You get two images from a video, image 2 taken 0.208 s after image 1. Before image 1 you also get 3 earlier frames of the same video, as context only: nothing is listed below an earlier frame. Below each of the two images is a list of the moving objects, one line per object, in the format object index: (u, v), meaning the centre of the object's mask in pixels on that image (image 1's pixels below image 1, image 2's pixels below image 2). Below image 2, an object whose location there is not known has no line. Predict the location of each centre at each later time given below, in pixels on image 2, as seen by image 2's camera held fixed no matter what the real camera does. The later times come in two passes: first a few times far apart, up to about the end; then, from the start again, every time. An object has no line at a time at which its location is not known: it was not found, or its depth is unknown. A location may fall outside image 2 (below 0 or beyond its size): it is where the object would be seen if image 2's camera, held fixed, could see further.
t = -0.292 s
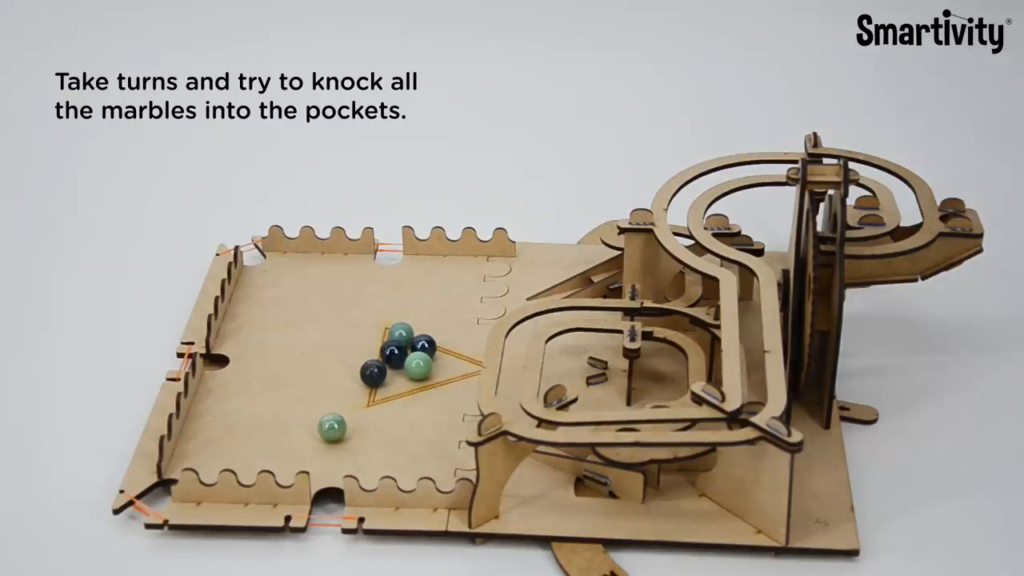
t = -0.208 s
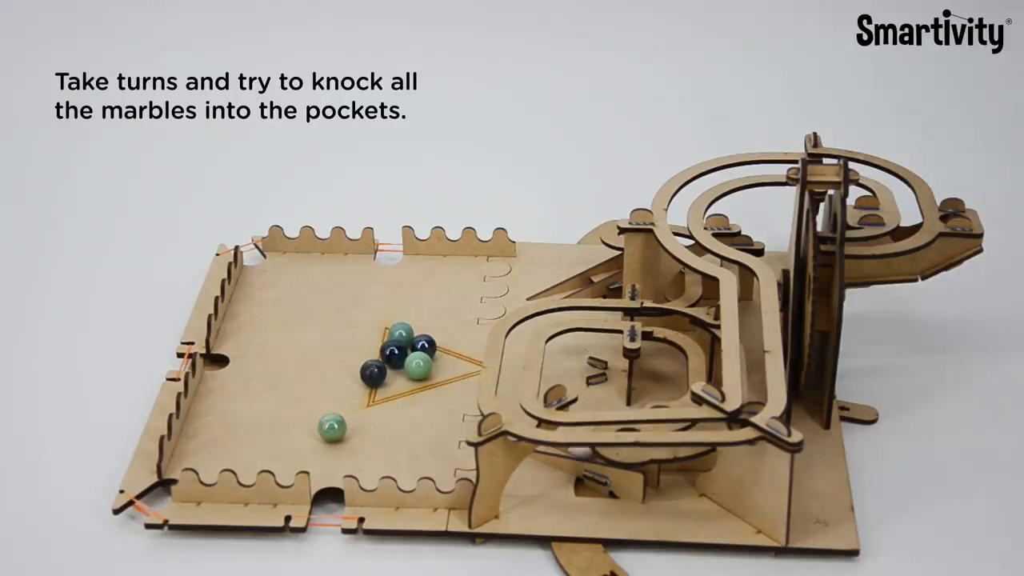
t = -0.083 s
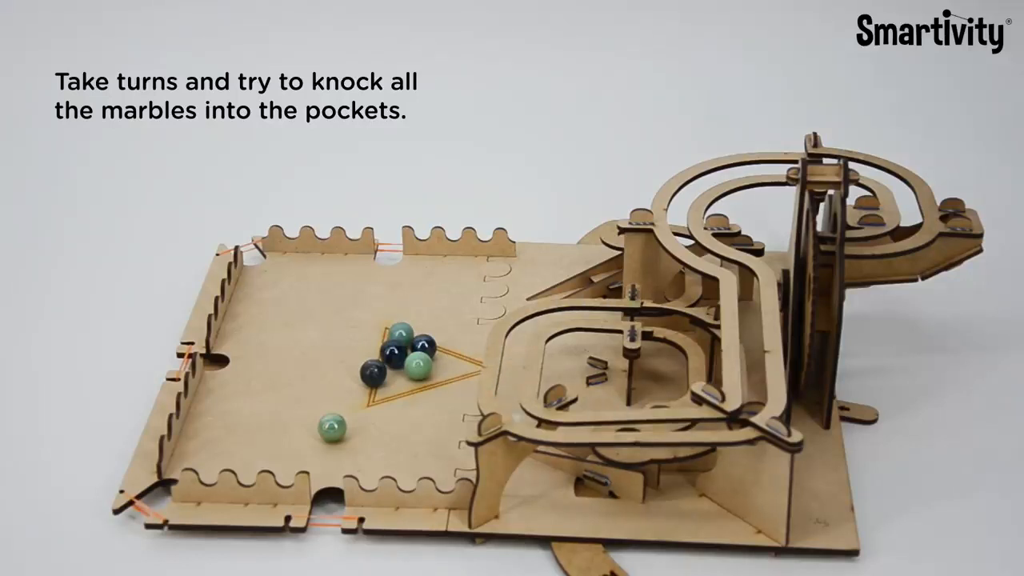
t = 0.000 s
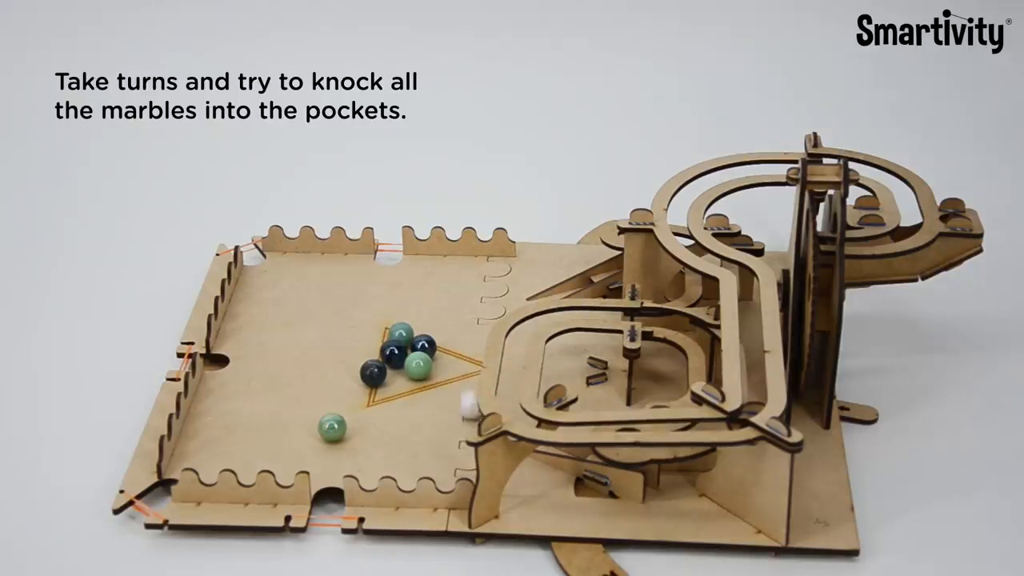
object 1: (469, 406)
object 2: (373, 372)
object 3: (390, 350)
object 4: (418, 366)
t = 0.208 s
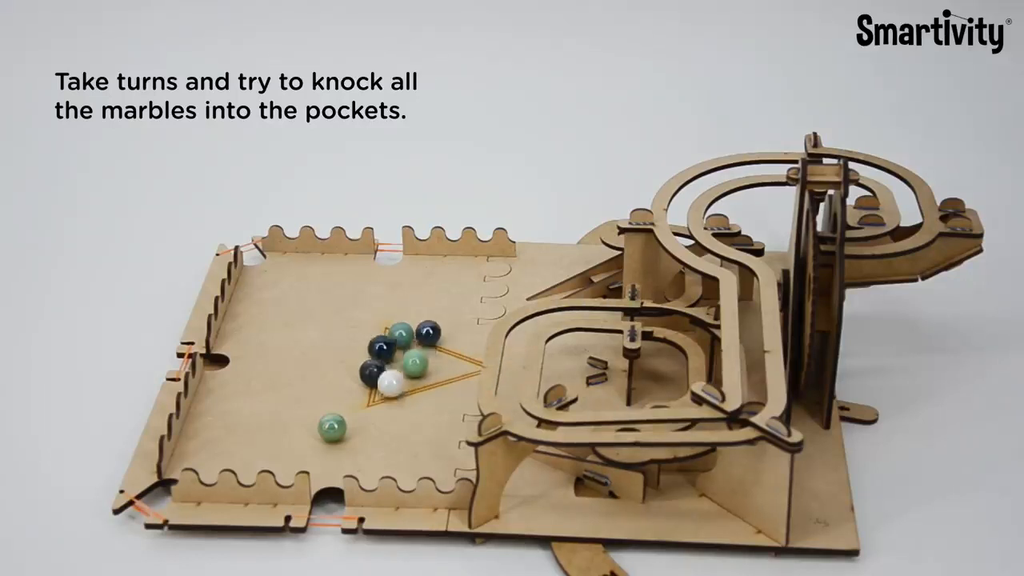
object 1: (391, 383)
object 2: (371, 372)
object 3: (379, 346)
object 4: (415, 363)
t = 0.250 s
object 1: (383, 387)
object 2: (367, 369)
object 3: (377, 347)
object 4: (416, 363)
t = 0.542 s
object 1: (337, 409)
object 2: (350, 360)
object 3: (343, 341)
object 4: (417, 363)
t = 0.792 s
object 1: (311, 410)
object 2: (337, 355)
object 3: (321, 340)
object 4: (410, 372)
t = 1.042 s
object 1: (298, 404)
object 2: (338, 355)
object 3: (310, 340)
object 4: (403, 375)
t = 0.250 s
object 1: (383, 387)
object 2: (367, 369)
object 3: (377, 347)
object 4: (416, 363)
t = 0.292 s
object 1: (375, 391)
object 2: (364, 368)
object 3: (372, 346)
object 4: (417, 363)
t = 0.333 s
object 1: (368, 394)
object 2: (362, 368)
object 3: (366, 345)
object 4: (418, 362)
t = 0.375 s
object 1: (361, 398)
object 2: (359, 366)
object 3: (361, 344)
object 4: (418, 362)
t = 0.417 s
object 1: (354, 402)
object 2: (357, 365)
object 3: (357, 343)
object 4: (418, 362)
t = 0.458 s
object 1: (347, 406)
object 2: (355, 363)
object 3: (352, 342)
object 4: (418, 363)
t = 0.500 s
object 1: (342, 408)
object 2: (353, 362)
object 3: (347, 341)
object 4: (417, 363)
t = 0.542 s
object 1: (337, 409)
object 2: (350, 360)
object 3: (343, 341)
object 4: (417, 363)
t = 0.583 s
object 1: (332, 410)
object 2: (347, 359)
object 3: (338, 341)
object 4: (416, 364)
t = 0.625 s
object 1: (326, 411)
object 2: (345, 359)
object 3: (334, 341)
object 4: (415, 365)
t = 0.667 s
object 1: (322, 411)
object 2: (342, 358)
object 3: (331, 340)
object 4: (415, 367)
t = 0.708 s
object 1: (318, 411)
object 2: (341, 358)
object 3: (327, 341)
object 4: (414, 370)
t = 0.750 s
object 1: (314, 411)
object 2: (338, 356)
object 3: (324, 340)
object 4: (412, 371)
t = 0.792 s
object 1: (311, 410)
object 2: (337, 355)
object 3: (321, 340)
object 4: (410, 372)
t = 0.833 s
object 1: (308, 408)
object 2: (336, 354)
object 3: (319, 340)
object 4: (408, 372)
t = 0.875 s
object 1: (305, 408)
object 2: (335, 353)
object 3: (317, 340)
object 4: (407, 373)
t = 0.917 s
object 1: (303, 407)
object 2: (336, 353)
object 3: (316, 340)
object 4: (405, 374)
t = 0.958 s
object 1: (301, 406)
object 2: (336, 353)
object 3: (314, 341)
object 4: (404, 374)
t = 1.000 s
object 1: (299, 405)
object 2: (337, 353)
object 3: (312, 340)
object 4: (404, 375)
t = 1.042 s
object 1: (298, 404)
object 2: (338, 355)
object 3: (310, 340)
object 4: (403, 375)
